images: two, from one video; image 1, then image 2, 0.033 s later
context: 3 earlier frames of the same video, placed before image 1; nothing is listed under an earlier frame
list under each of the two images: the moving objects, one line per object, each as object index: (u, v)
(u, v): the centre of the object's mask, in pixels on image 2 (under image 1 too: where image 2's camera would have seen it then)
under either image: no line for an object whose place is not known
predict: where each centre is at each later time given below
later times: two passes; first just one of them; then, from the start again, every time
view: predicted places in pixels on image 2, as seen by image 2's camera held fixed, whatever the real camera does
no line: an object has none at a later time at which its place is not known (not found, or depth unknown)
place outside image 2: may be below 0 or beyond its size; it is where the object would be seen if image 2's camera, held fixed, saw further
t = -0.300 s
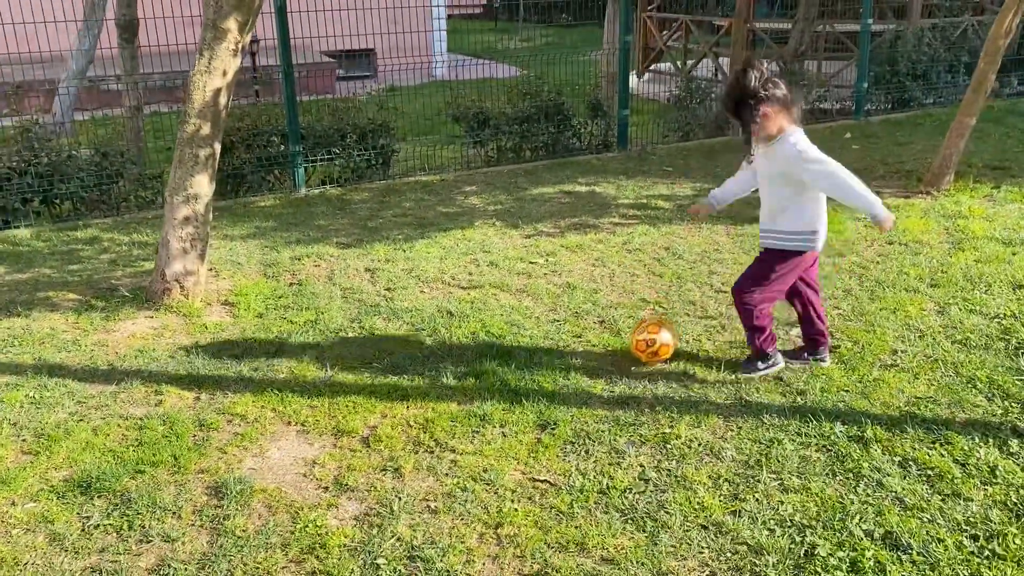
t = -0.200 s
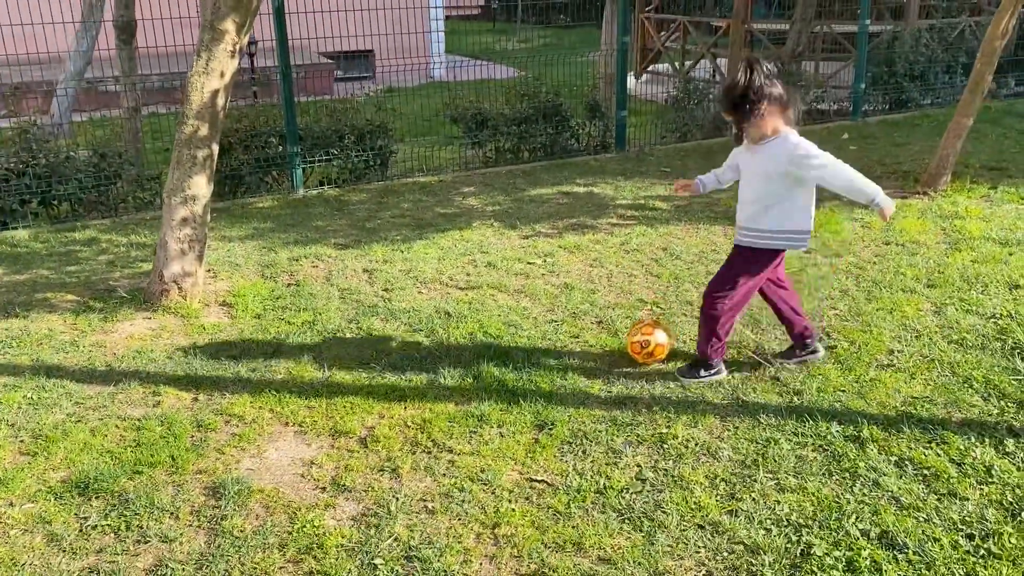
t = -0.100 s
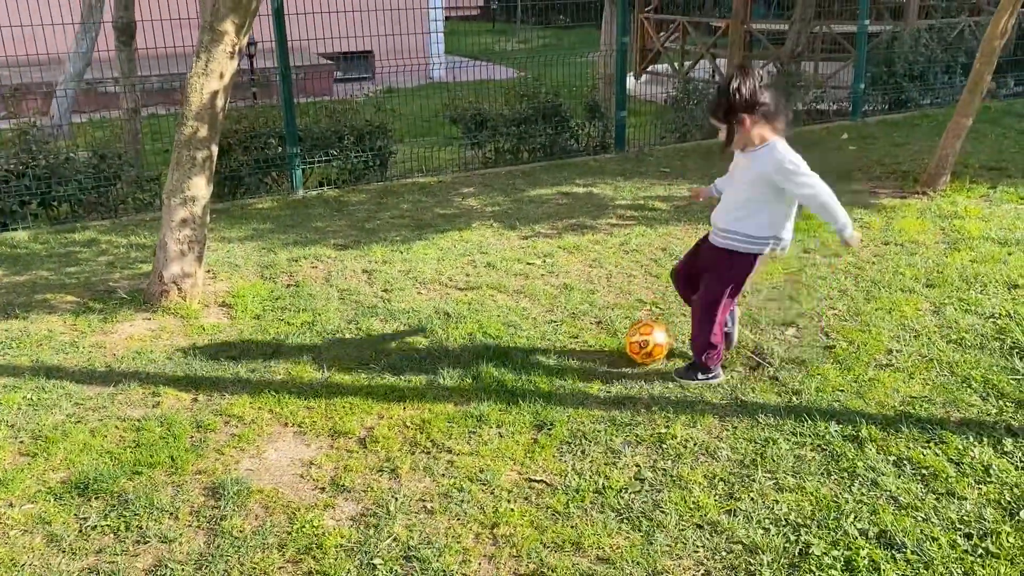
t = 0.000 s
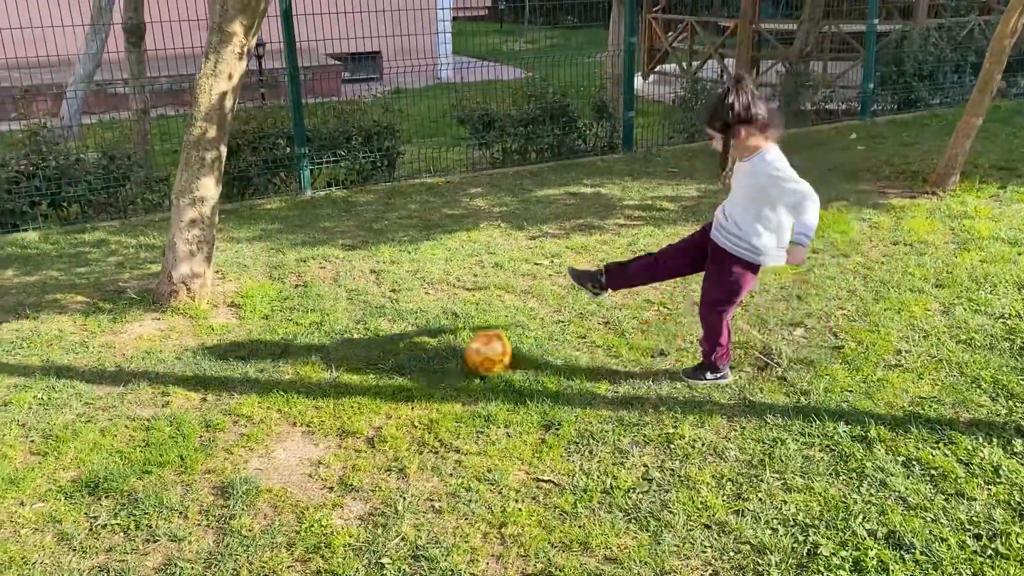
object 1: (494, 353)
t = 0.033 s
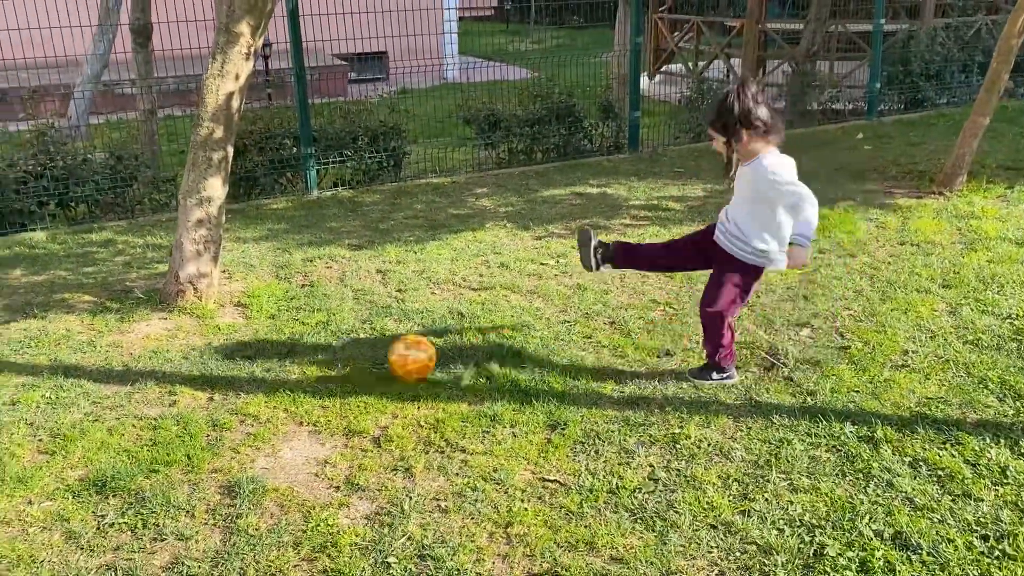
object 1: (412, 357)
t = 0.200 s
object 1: (44, 398)
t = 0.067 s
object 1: (330, 366)
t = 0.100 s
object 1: (250, 380)
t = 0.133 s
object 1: (174, 392)
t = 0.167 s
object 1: (109, 393)
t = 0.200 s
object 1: (44, 398)
